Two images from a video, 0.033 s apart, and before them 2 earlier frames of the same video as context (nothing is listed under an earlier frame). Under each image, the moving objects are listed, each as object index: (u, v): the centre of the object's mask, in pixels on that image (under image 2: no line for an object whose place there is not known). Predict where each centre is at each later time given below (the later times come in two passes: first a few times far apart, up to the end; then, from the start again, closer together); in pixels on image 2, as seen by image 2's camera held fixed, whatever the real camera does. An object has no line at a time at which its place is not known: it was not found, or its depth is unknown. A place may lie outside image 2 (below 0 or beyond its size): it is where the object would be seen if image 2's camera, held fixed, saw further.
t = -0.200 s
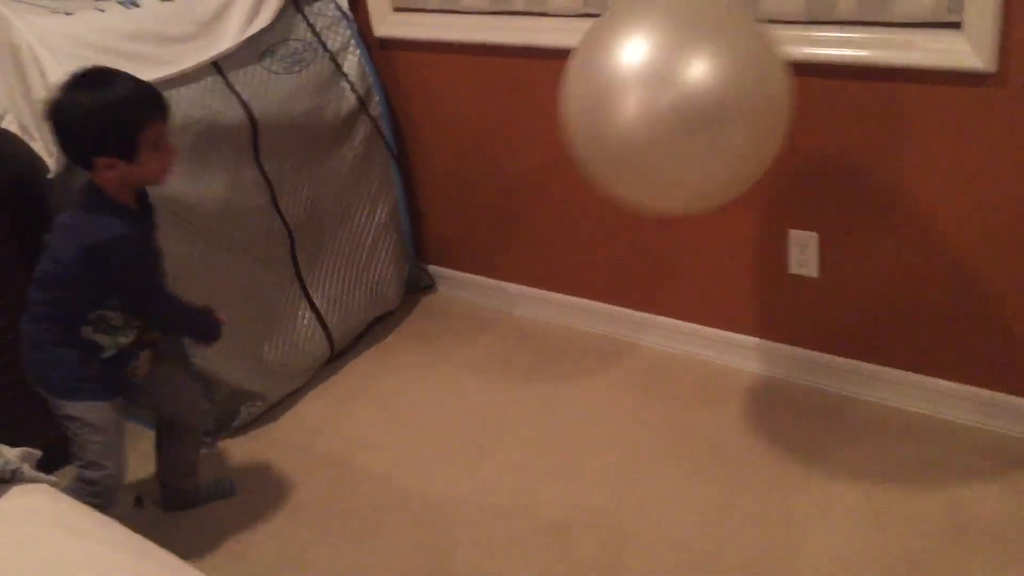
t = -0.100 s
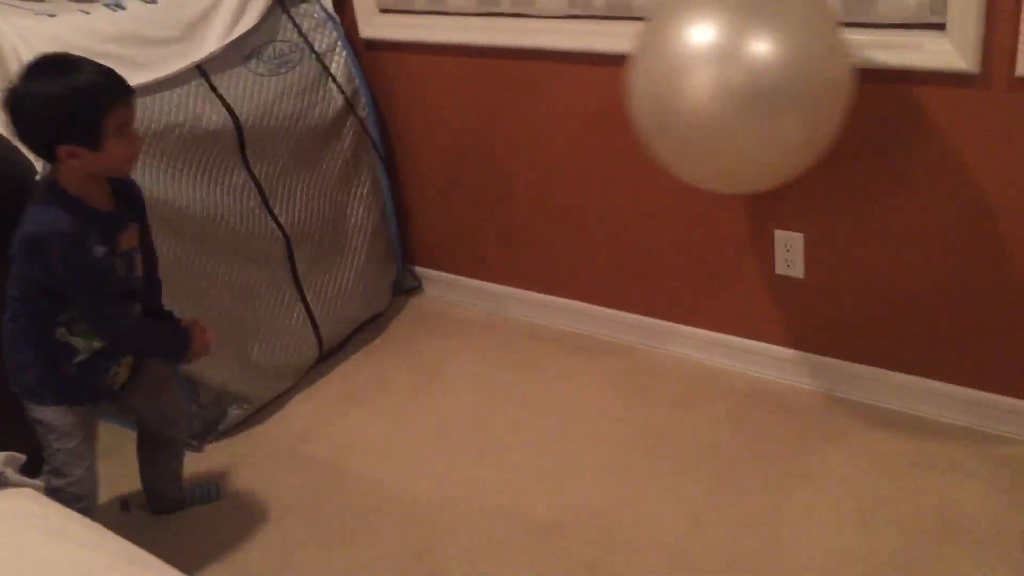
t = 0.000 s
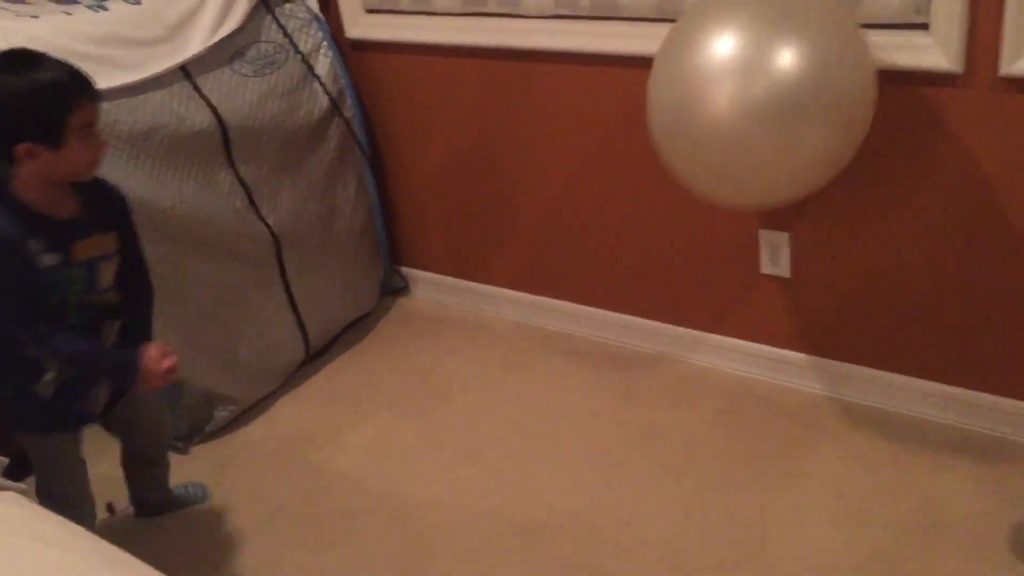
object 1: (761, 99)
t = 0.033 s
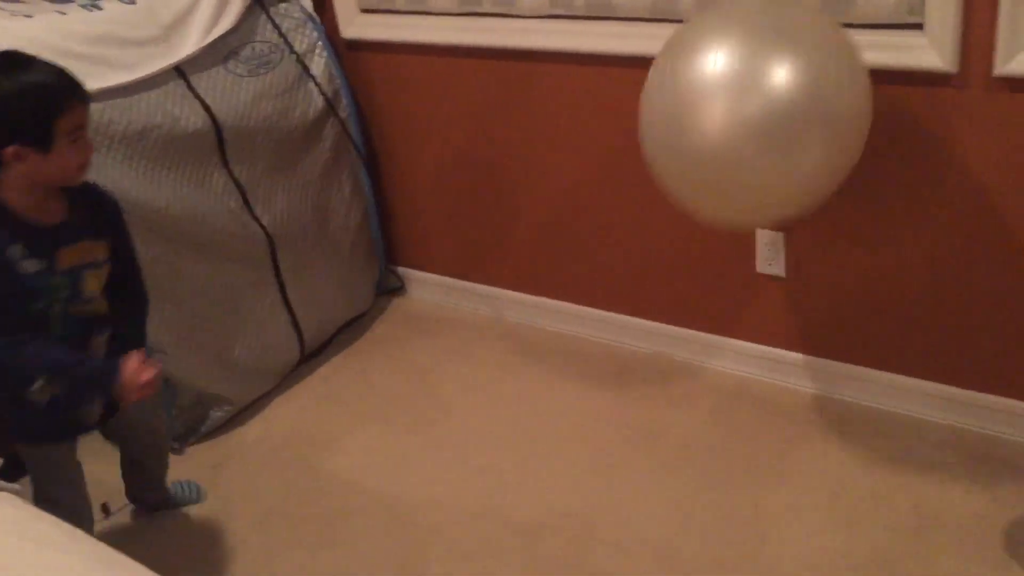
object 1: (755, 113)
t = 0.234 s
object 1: (752, 345)
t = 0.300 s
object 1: (755, 482)
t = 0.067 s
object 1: (755, 138)
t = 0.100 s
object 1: (755, 168)
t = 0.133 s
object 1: (754, 200)
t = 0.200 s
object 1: (753, 288)
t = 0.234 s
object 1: (752, 345)
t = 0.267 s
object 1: (753, 407)
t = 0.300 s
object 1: (755, 482)
